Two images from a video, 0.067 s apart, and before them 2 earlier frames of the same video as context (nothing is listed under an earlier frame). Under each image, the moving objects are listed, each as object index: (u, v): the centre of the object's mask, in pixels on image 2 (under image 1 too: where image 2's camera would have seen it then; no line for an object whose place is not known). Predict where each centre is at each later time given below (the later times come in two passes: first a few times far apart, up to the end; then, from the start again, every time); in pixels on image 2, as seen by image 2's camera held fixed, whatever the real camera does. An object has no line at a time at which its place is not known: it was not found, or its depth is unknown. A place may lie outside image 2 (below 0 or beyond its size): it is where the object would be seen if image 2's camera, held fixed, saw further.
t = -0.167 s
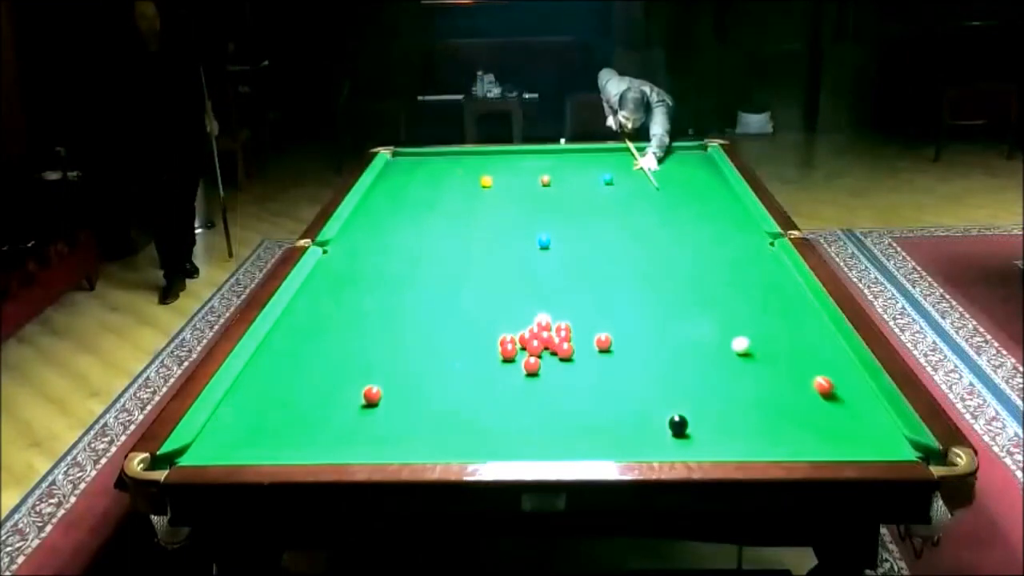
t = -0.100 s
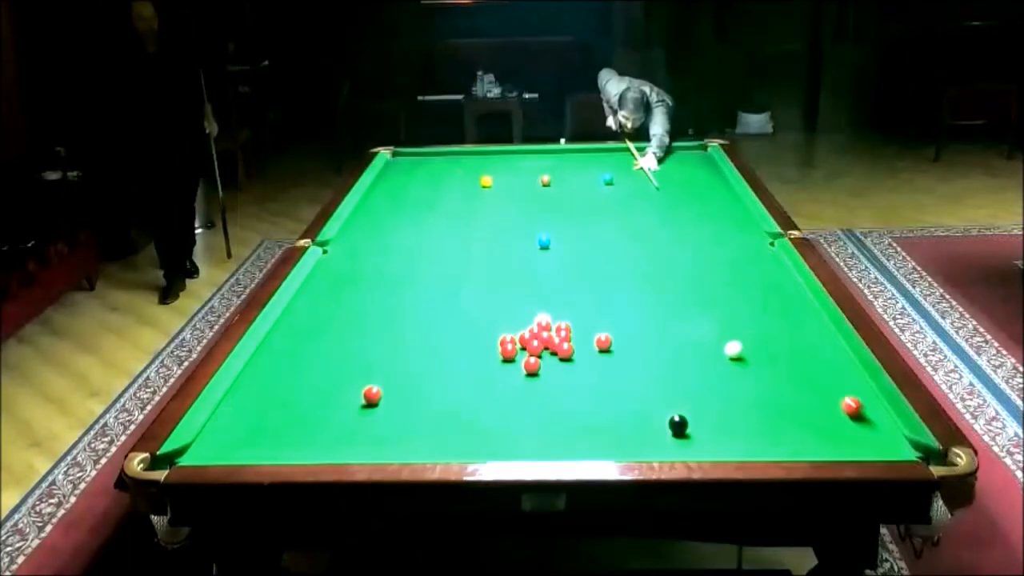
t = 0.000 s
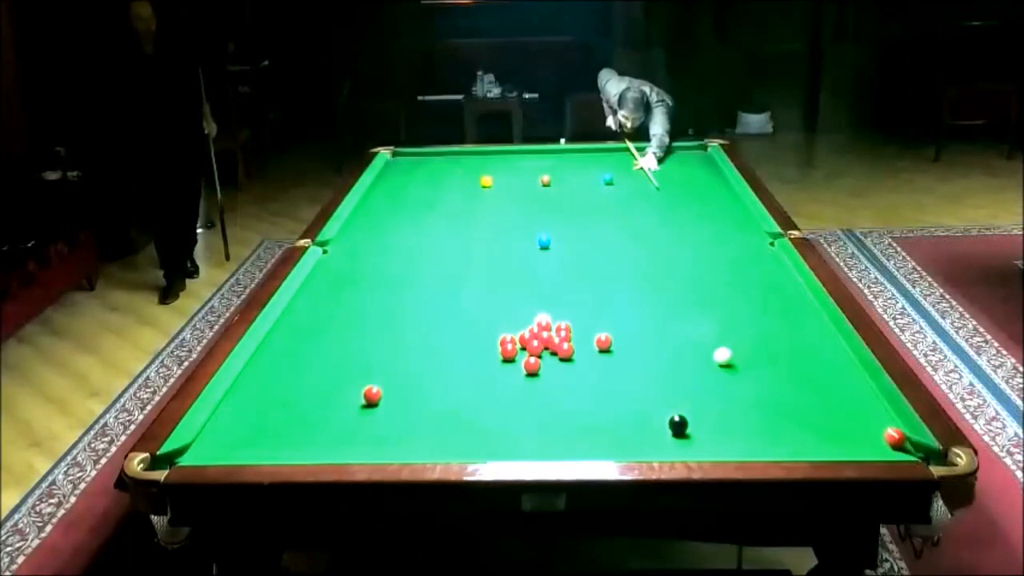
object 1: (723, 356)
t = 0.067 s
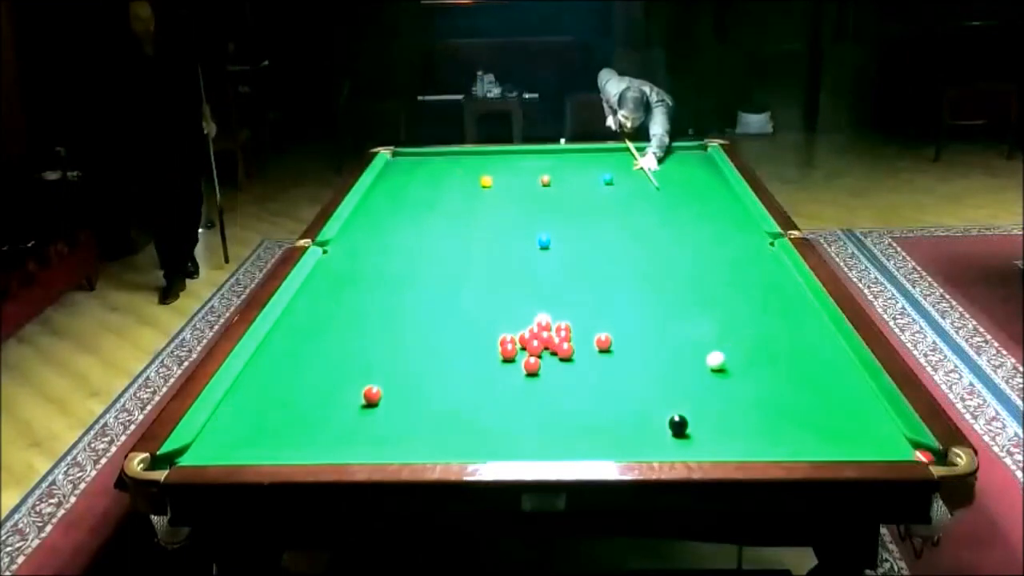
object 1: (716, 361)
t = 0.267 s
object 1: (694, 374)
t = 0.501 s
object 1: (667, 390)
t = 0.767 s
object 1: (635, 409)
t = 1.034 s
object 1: (603, 429)
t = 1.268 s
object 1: (574, 442)
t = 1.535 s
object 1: (535, 438)
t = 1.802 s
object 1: (498, 429)
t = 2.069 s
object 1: (464, 418)
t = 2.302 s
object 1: (438, 410)
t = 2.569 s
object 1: (410, 401)
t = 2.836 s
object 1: (391, 394)
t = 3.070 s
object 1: (389, 389)
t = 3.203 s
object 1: (388, 387)
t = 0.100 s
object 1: (712, 363)
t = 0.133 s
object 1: (709, 365)
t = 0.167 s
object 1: (705, 367)
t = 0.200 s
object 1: (701, 370)
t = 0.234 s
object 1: (697, 372)
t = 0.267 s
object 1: (694, 374)
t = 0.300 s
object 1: (690, 377)
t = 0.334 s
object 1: (686, 379)
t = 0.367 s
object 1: (682, 381)
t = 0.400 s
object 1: (678, 384)
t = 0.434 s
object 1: (674, 386)
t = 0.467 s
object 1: (671, 388)
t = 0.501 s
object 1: (667, 390)
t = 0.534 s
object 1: (663, 393)
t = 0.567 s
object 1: (659, 395)
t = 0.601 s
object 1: (655, 397)
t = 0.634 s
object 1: (651, 400)
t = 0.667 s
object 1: (647, 402)
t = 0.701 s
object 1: (643, 405)
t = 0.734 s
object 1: (639, 407)
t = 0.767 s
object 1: (635, 409)
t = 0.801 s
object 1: (632, 412)
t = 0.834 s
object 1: (627, 414)
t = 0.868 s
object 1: (624, 417)
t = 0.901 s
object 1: (619, 419)
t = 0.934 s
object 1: (615, 422)
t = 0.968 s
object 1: (611, 424)
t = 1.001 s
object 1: (607, 426)
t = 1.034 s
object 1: (603, 429)
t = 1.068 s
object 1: (599, 431)
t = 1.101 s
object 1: (595, 434)
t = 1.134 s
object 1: (591, 436)
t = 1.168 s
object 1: (587, 438)
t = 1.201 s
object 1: (582, 439)
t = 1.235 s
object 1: (579, 440)
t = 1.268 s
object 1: (574, 442)
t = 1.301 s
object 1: (570, 444)
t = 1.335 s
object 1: (565, 444)
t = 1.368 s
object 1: (560, 442)
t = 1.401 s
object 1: (555, 441)
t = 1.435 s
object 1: (550, 440)
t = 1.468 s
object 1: (545, 439)
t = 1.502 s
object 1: (540, 438)
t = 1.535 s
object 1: (535, 438)
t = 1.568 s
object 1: (530, 437)
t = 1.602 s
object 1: (525, 436)
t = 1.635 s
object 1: (521, 435)
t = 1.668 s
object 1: (516, 434)
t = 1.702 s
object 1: (511, 433)
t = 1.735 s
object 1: (507, 431)
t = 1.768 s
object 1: (502, 429)
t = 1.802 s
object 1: (498, 429)
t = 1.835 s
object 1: (493, 427)
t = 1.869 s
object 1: (489, 426)
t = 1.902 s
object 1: (485, 424)
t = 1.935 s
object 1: (481, 423)
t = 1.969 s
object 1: (476, 422)
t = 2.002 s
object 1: (472, 421)
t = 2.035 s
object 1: (468, 419)
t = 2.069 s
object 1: (464, 418)
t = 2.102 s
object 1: (460, 417)
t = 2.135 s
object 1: (457, 416)
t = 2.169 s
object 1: (453, 415)
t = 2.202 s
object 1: (449, 414)
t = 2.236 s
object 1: (445, 412)
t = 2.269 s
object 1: (441, 411)
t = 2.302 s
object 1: (438, 410)
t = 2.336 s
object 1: (434, 409)
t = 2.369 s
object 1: (431, 408)
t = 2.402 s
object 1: (427, 407)
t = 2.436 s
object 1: (424, 405)
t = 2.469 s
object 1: (420, 404)
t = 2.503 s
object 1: (417, 404)
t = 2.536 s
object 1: (414, 403)
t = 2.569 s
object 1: (410, 401)
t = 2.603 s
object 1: (407, 401)
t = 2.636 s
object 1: (404, 399)
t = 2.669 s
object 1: (401, 399)
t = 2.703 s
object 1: (398, 398)
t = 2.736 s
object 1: (395, 397)
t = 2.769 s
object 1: (392, 396)
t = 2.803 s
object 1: (391, 396)
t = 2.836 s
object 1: (391, 394)
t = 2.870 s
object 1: (390, 394)
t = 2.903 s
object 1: (390, 393)
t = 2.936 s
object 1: (390, 392)
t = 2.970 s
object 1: (390, 391)
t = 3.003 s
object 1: (390, 391)
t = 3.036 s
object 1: (389, 389)
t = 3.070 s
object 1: (389, 389)
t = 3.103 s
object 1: (388, 389)
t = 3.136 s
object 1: (388, 388)
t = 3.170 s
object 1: (388, 387)
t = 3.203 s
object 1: (388, 387)
